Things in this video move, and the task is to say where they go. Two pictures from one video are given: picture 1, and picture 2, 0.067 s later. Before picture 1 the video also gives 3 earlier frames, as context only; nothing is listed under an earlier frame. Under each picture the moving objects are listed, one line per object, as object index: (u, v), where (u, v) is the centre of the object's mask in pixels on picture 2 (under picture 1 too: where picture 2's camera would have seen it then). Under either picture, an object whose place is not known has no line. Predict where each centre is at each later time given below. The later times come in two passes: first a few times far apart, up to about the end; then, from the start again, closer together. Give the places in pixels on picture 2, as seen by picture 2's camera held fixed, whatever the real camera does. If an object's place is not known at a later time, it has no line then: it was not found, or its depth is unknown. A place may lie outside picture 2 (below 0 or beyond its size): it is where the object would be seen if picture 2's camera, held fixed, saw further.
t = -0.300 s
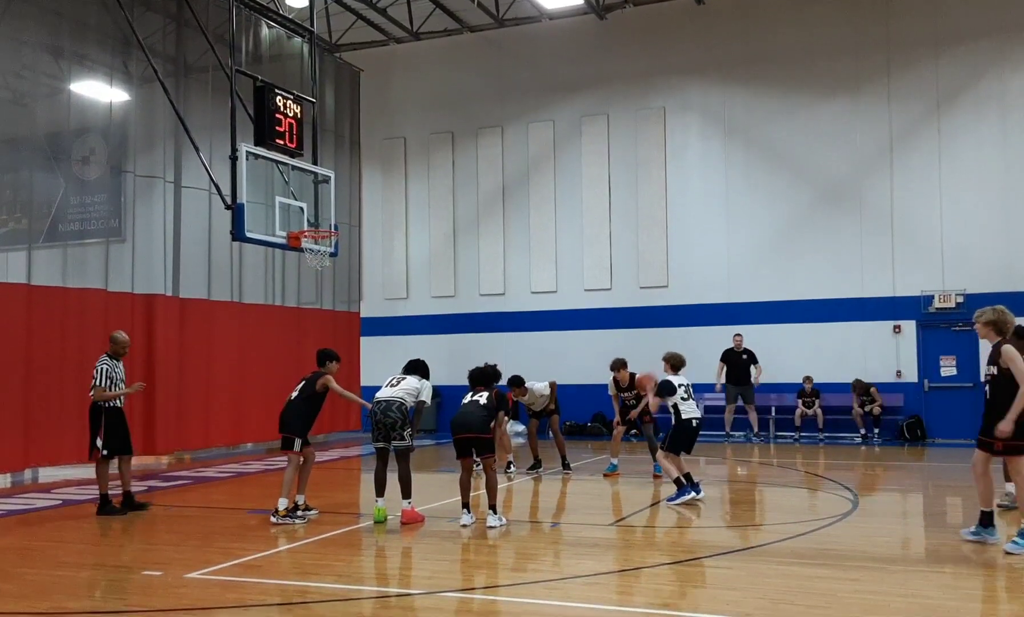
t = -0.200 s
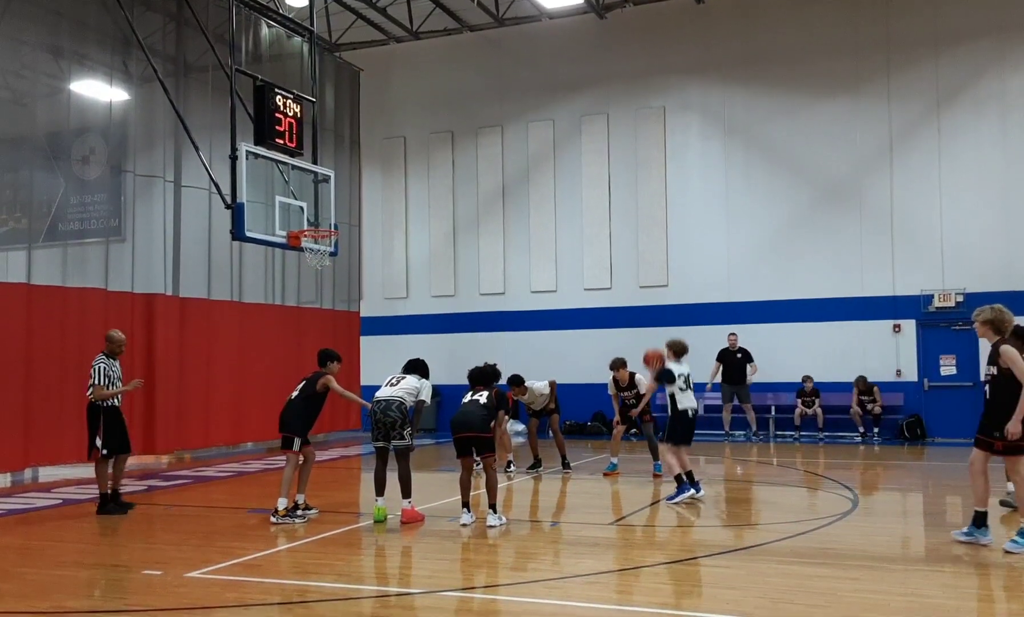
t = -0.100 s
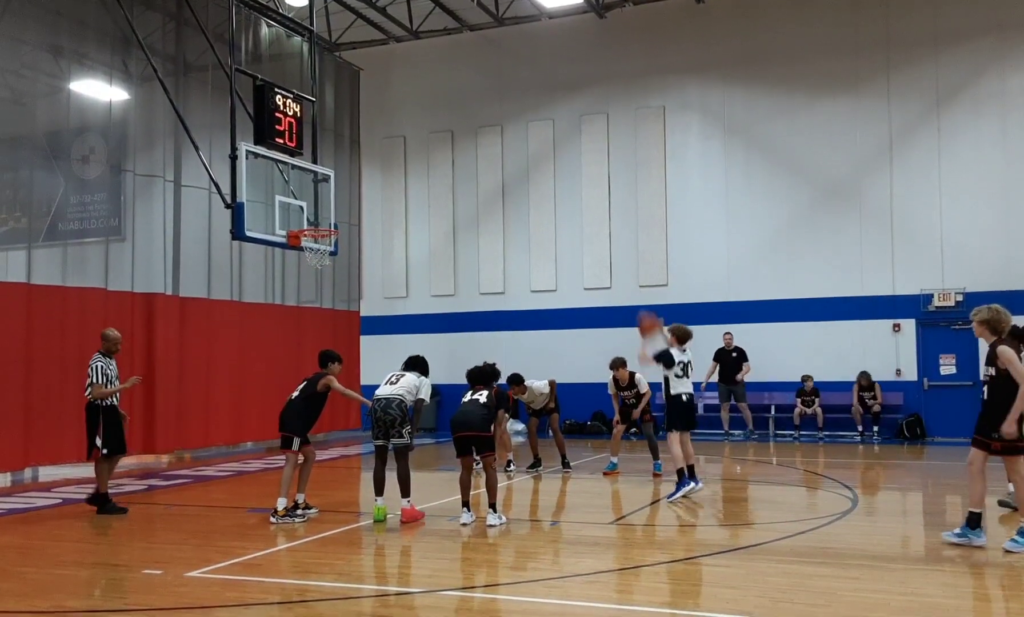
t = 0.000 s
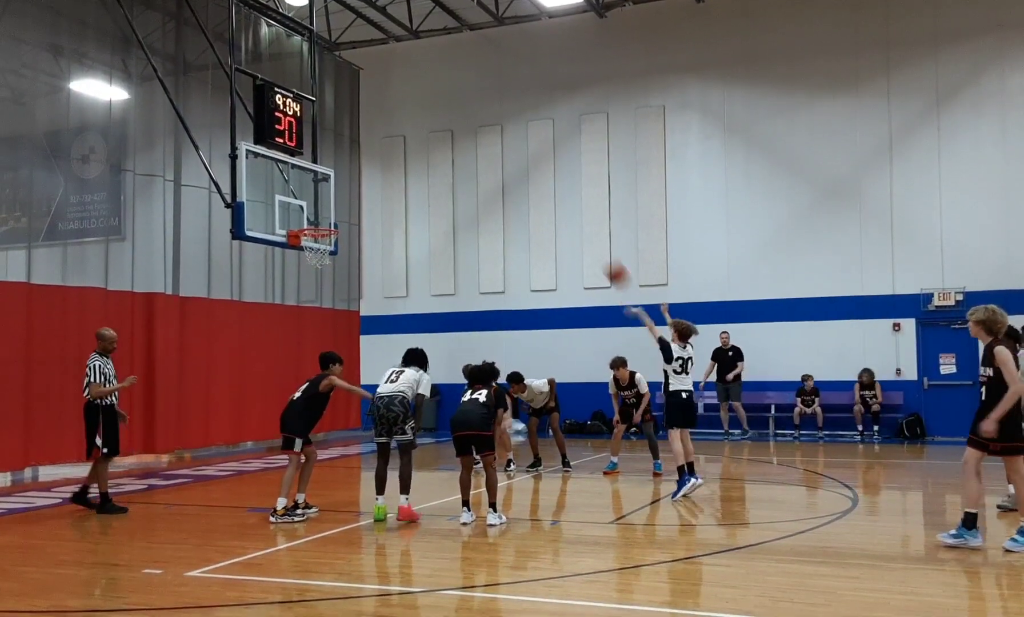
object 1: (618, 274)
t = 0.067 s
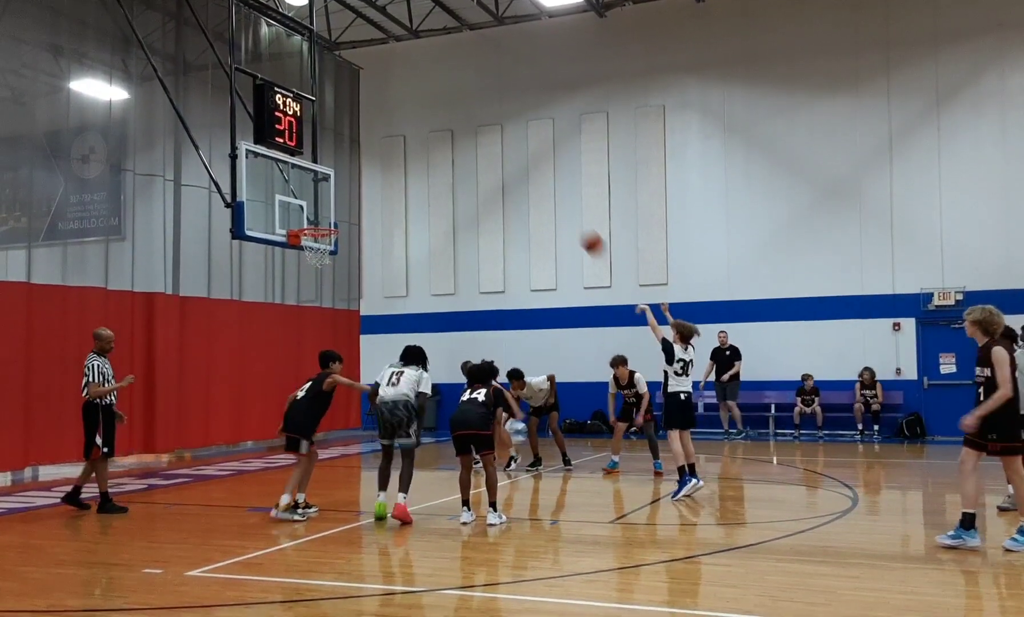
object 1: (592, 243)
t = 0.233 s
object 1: (536, 188)
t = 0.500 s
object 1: (450, 150)
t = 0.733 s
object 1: (381, 168)
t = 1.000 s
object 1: (304, 241)
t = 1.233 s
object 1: (314, 258)
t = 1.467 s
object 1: (332, 294)
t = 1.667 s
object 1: (348, 360)
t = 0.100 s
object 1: (582, 231)
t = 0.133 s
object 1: (571, 219)
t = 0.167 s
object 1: (559, 207)
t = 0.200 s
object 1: (547, 197)
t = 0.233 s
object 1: (536, 188)
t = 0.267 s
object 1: (524, 180)
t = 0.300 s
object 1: (515, 172)
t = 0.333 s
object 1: (502, 166)
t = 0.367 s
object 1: (492, 161)
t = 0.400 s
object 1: (482, 157)
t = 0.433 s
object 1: (471, 154)
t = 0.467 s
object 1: (460, 152)
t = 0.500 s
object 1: (450, 150)
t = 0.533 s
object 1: (439, 150)
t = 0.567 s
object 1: (430, 151)
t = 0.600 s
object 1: (420, 153)
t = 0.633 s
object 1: (409, 155)
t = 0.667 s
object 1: (400, 159)
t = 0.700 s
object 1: (390, 163)
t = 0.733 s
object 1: (381, 168)
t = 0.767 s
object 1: (371, 174)
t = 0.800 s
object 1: (361, 182)
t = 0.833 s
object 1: (351, 189)
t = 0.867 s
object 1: (344, 197)
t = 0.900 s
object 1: (334, 207)
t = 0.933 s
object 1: (323, 218)
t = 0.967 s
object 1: (314, 227)
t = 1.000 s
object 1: (304, 241)
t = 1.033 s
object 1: (303, 247)
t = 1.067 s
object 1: (303, 248)
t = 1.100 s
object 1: (304, 248)
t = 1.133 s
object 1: (308, 249)
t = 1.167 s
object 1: (310, 252)
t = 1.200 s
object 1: (311, 253)
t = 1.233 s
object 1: (314, 258)
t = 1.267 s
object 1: (316, 261)
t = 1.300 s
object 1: (318, 267)
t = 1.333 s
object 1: (321, 269)
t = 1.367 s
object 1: (324, 274)
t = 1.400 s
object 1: (327, 280)
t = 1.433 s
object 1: (329, 287)
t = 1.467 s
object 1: (332, 294)
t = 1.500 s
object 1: (334, 302)
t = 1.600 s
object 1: (342, 334)
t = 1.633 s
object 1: (346, 346)
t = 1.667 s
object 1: (348, 360)
